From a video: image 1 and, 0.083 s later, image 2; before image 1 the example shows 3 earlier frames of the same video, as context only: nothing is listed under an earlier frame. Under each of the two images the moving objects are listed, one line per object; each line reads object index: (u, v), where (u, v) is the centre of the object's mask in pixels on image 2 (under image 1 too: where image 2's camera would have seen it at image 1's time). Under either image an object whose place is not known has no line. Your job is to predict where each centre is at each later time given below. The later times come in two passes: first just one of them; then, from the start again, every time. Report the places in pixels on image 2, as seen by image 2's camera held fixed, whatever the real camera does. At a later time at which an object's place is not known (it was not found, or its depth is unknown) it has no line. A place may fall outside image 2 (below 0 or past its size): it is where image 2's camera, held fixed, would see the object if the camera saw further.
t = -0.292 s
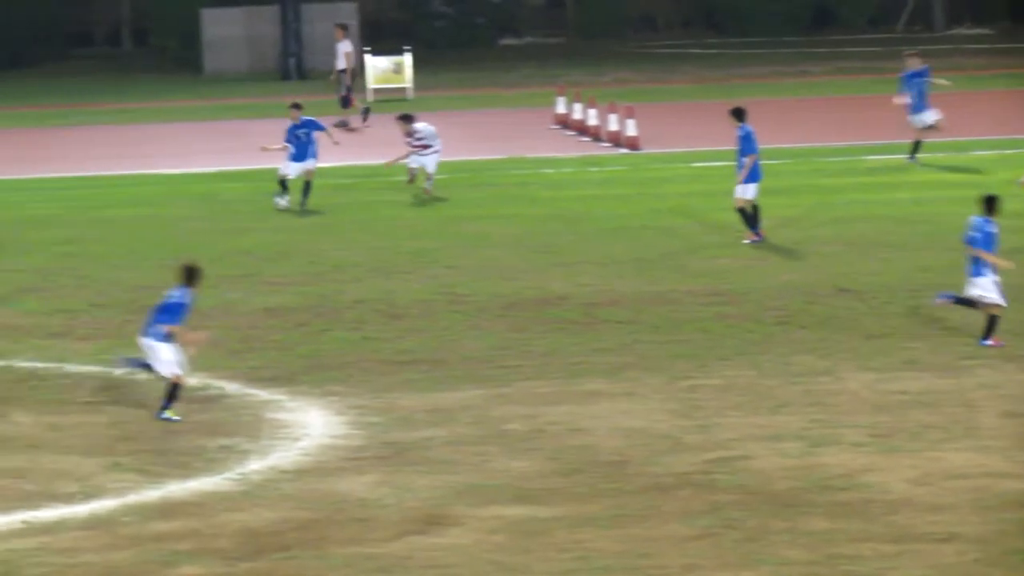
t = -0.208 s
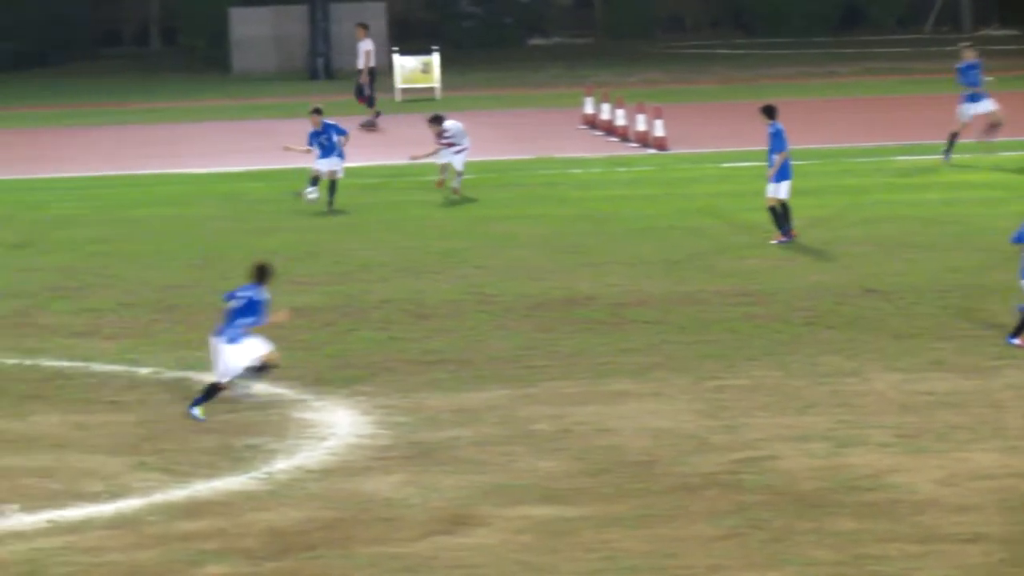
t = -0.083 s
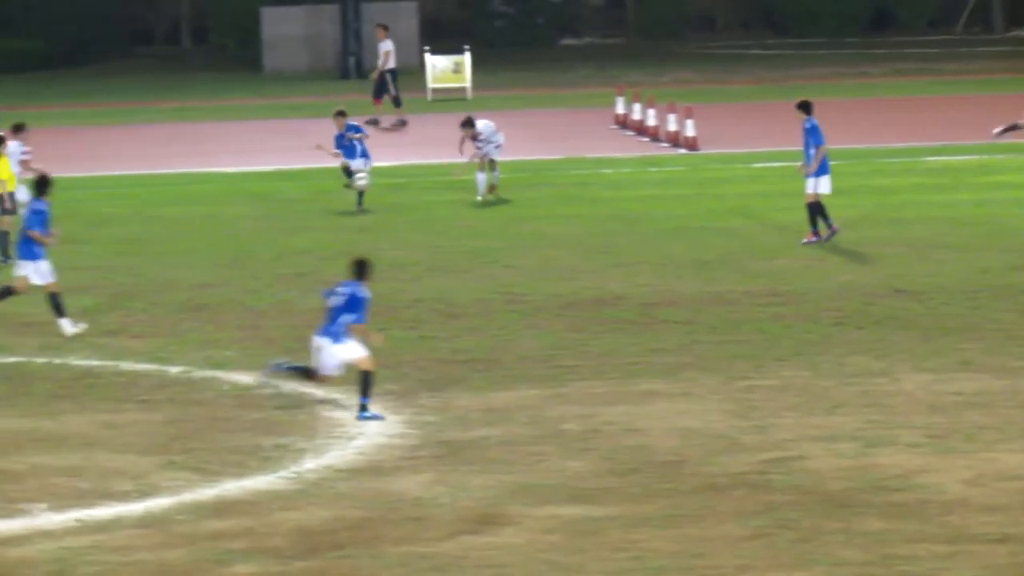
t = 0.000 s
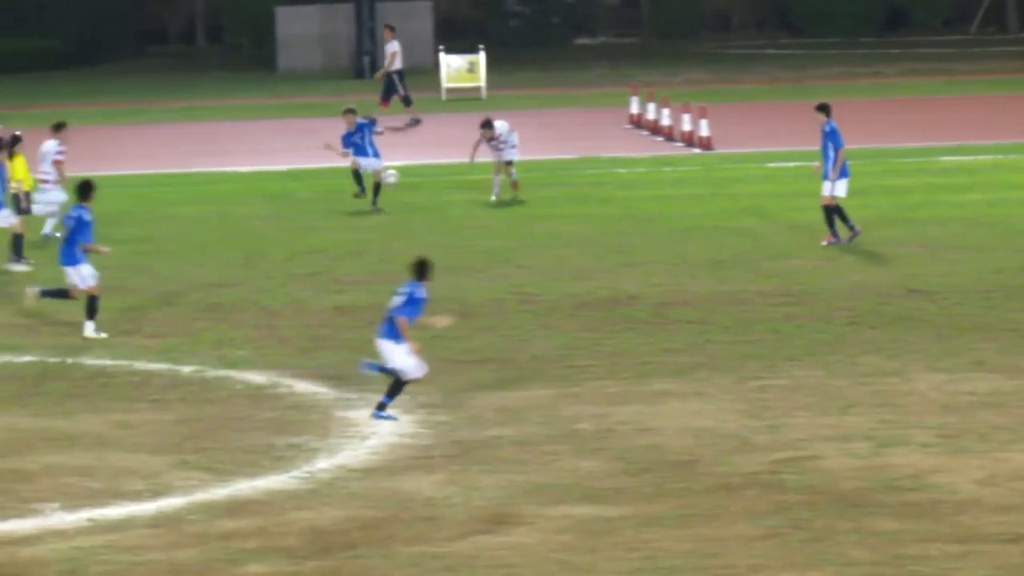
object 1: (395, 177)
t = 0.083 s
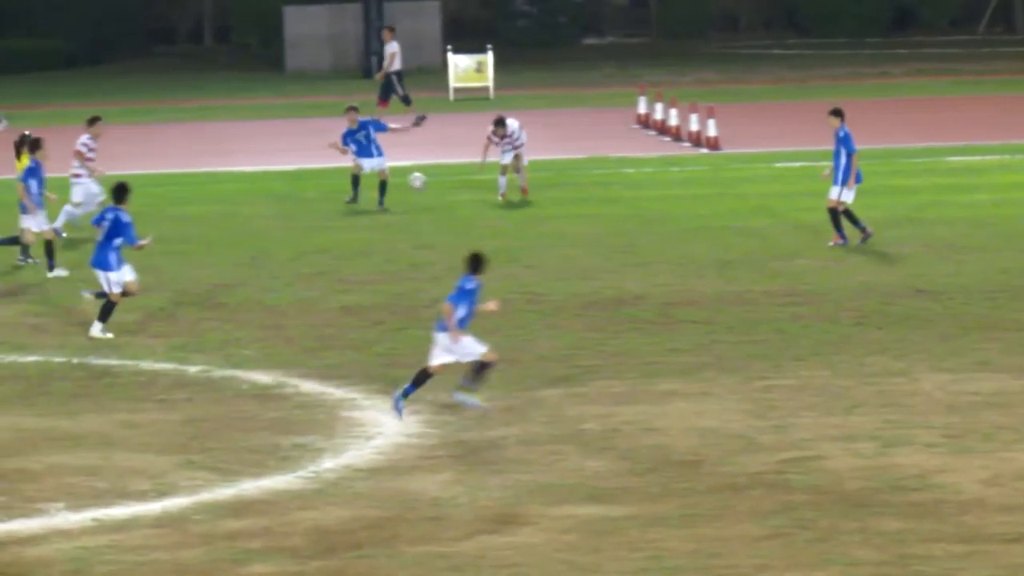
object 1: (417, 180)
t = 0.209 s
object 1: (448, 195)
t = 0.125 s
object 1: (427, 183)
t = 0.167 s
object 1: (438, 188)
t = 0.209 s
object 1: (448, 195)
